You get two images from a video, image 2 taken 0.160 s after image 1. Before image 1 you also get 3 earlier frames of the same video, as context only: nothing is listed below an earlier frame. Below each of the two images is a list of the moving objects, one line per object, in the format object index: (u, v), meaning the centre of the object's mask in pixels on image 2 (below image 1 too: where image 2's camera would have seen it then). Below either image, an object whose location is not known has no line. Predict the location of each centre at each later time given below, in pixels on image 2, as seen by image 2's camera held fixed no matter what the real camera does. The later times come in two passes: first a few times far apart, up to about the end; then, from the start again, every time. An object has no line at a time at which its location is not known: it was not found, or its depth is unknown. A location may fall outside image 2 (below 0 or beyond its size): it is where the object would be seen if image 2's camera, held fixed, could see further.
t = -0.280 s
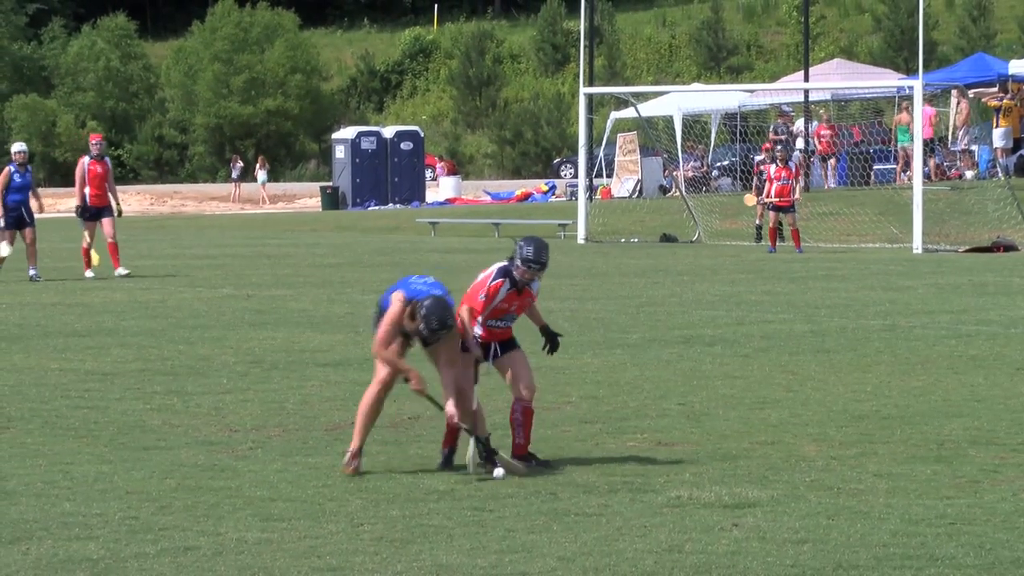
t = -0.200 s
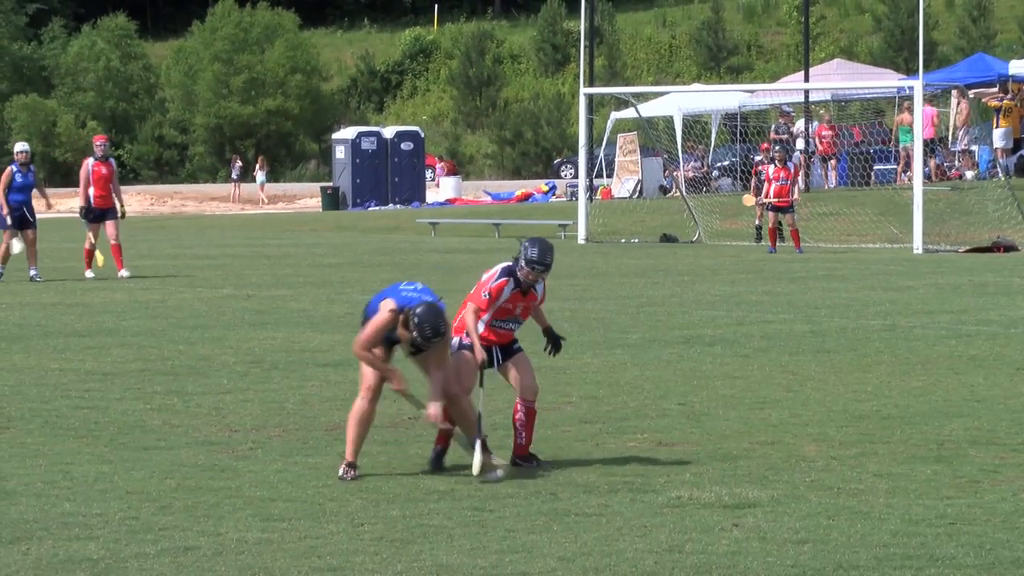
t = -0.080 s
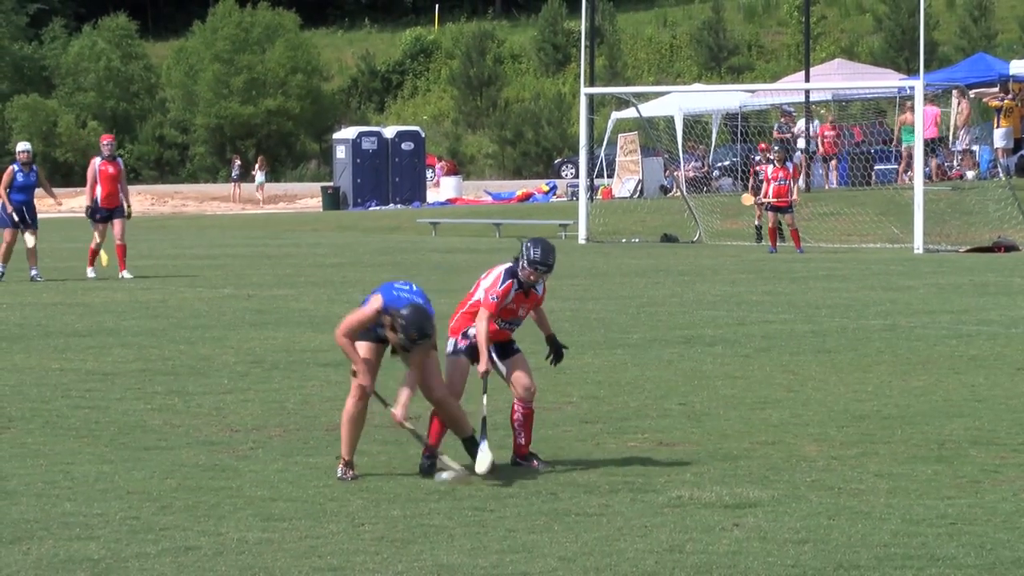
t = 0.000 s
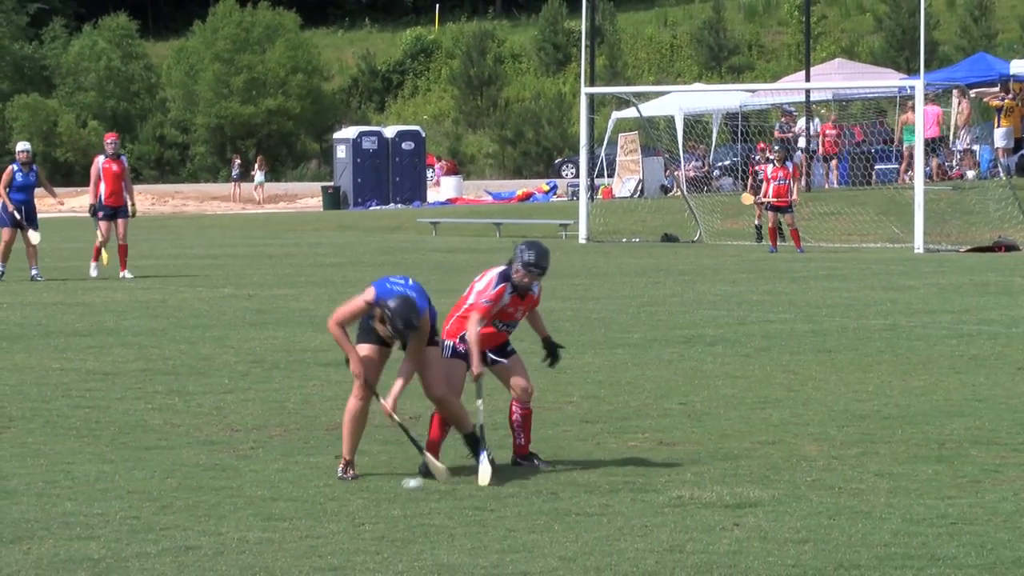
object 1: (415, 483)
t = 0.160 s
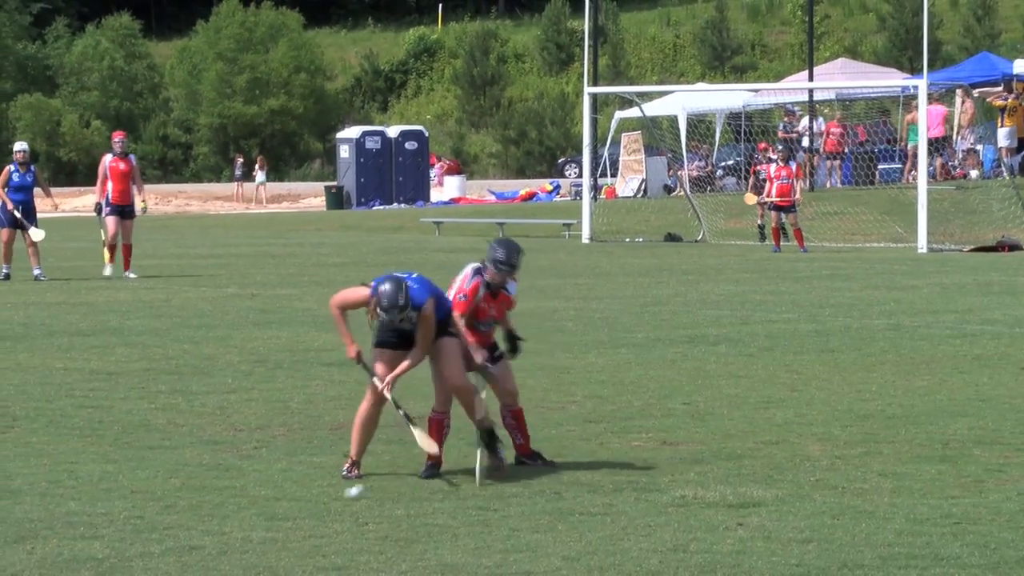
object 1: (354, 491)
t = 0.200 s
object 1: (338, 493)
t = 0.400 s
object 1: (265, 505)
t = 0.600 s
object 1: (192, 513)
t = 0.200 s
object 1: (338, 493)
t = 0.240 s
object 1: (323, 495)
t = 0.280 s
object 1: (309, 494)
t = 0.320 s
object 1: (295, 496)
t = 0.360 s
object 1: (279, 502)
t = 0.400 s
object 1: (265, 505)
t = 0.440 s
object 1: (251, 503)
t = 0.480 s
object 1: (237, 504)
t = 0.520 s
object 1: (222, 510)
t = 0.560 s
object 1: (207, 515)
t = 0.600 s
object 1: (192, 513)
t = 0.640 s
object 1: (177, 514)
